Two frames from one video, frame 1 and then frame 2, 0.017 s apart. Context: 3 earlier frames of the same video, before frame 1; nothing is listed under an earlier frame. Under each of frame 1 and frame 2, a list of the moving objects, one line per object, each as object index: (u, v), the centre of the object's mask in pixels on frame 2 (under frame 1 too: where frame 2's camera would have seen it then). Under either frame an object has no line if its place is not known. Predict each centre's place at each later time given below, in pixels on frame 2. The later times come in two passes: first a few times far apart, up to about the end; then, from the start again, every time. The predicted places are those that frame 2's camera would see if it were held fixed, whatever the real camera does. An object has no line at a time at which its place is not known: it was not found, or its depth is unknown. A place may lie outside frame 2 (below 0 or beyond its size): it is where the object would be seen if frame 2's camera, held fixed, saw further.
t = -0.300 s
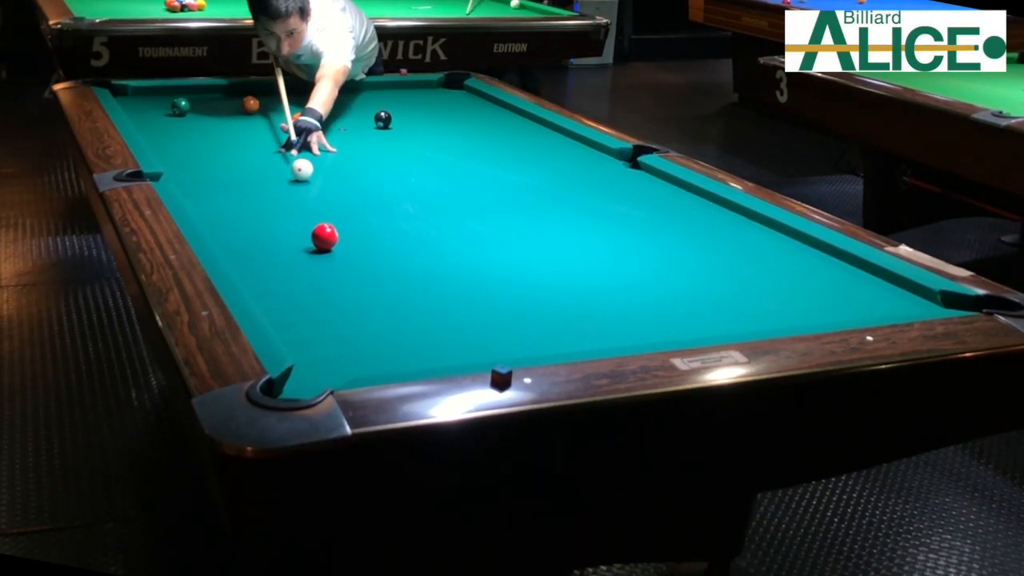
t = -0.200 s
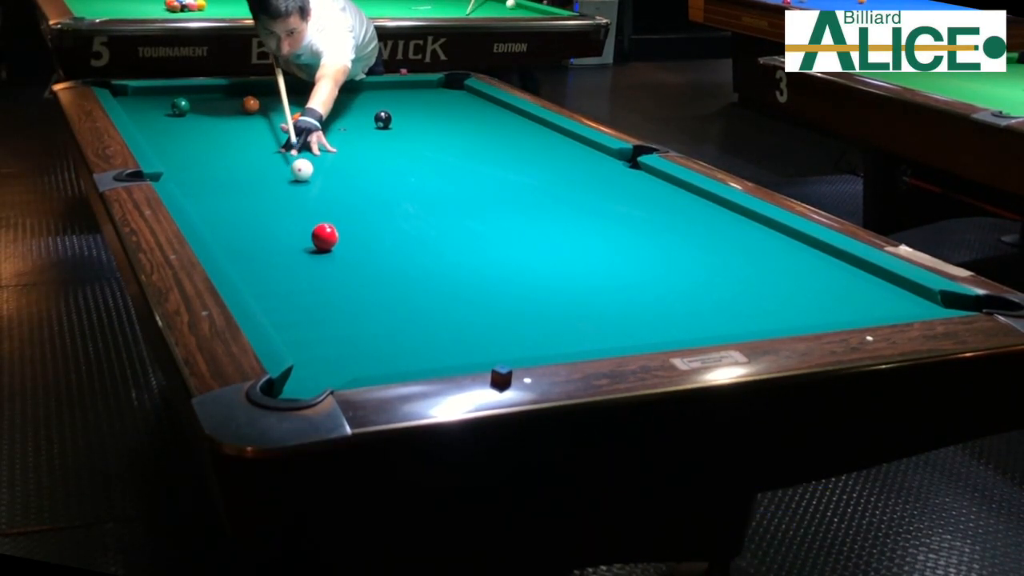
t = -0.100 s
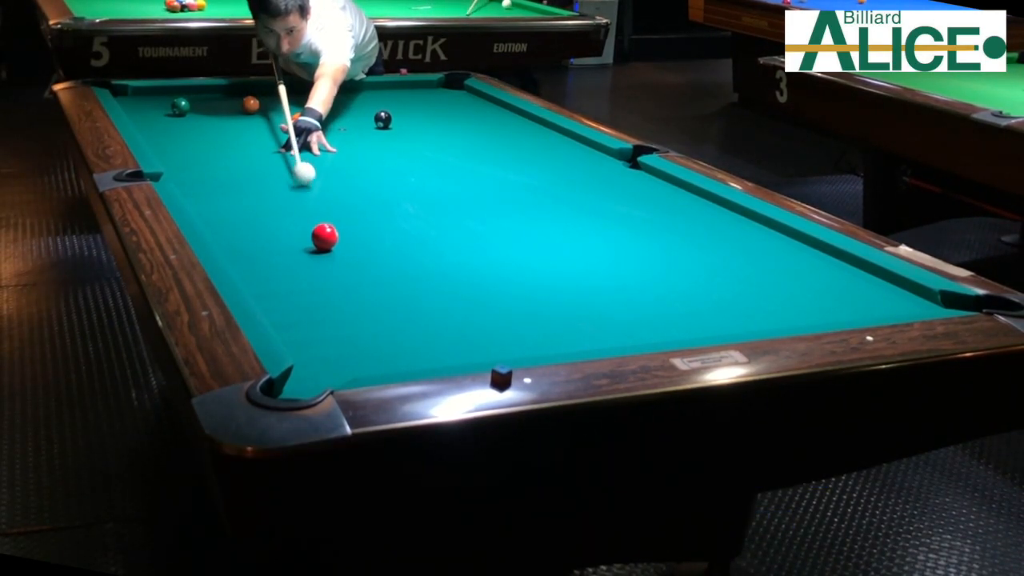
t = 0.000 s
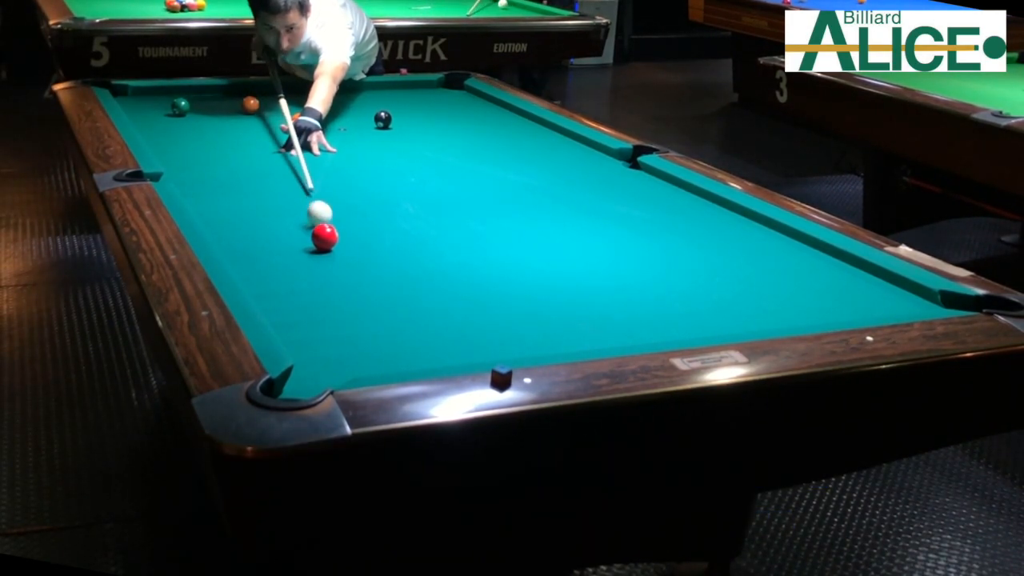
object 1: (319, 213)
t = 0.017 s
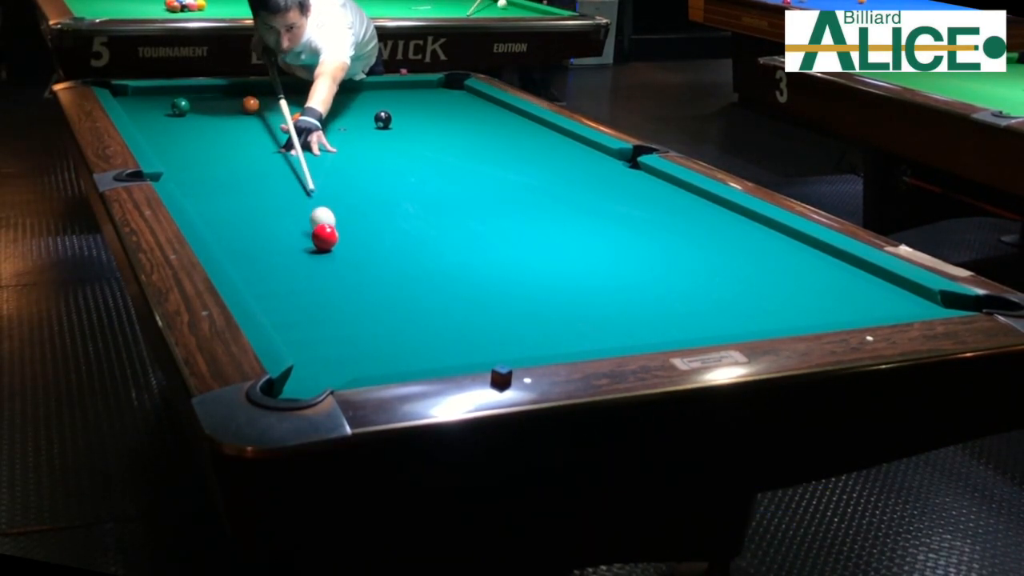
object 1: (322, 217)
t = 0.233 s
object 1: (355, 236)
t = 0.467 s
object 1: (387, 251)
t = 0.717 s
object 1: (421, 268)
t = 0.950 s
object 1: (455, 285)
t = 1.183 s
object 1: (490, 302)
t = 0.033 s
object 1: (326, 221)
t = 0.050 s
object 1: (329, 224)
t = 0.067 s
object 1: (331, 227)
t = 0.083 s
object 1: (333, 230)
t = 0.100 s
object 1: (336, 230)
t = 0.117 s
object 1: (338, 230)
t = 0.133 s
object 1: (341, 231)
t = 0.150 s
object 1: (343, 232)
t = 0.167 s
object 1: (346, 232)
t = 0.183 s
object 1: (349, 233)
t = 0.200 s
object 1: (351, 234)
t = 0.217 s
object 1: (353, 235)
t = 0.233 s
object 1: (355, 236)
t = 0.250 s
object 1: (358, 237)
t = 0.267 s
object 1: (360, 238)
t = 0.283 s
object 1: (362, 239)
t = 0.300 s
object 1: (364, 240)
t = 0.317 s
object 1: (366, 241)
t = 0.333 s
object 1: (369, 242)
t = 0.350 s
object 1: (371, 243)
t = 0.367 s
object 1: (373, 245)
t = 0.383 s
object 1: (375, 245)
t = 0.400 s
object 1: (377, 247)
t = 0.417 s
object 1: (380, 248)
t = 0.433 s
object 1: (382, 249)
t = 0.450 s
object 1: (384, 250)
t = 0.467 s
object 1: (387, 251)
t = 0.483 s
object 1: (389, 252)
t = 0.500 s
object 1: (391, 253)
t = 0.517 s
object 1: (394, 255)
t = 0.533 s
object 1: (396, 256)
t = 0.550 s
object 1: (398, 257)
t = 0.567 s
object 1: (400, 258)
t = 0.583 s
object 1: (403, 259)
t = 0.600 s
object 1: (405, 260)
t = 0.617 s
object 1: (407, 262)
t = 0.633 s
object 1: (410, 263)
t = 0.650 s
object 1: (412, 264)
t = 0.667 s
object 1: (414, 265)
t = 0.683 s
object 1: (417, 266)
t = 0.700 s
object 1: (419, 267)
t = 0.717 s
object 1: (421, 268)
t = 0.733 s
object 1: (424, 270)
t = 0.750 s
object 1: (426, 271)
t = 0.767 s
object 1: (428, 272)
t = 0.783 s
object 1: (431, 274)
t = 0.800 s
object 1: (433, 274)
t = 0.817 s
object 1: (435, 276)
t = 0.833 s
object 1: (438, 277)
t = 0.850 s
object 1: (440, 278)
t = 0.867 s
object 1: (443, 279)
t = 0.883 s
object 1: (445, 280)
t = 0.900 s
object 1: (448, 282)
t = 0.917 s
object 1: (450, 282)
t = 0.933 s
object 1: (452, 284)
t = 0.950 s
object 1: (455, 285)
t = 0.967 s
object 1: (458, 286)
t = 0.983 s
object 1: (460, 287)
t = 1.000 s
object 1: (462, 289)
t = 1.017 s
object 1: (465, 290)
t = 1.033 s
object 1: (467, 291)
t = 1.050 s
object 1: (470, 292)
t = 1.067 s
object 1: (472, 293)
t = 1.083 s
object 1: (475, 294)
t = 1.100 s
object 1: (477, 296)
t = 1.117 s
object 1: (480, 297)
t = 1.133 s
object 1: (482, 298)
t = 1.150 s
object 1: (485, 299)
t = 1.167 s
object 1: (487, 301)
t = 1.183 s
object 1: (490, 302)
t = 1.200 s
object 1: (492, 304)
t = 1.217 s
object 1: (495, 305)
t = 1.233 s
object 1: (498, 306)
